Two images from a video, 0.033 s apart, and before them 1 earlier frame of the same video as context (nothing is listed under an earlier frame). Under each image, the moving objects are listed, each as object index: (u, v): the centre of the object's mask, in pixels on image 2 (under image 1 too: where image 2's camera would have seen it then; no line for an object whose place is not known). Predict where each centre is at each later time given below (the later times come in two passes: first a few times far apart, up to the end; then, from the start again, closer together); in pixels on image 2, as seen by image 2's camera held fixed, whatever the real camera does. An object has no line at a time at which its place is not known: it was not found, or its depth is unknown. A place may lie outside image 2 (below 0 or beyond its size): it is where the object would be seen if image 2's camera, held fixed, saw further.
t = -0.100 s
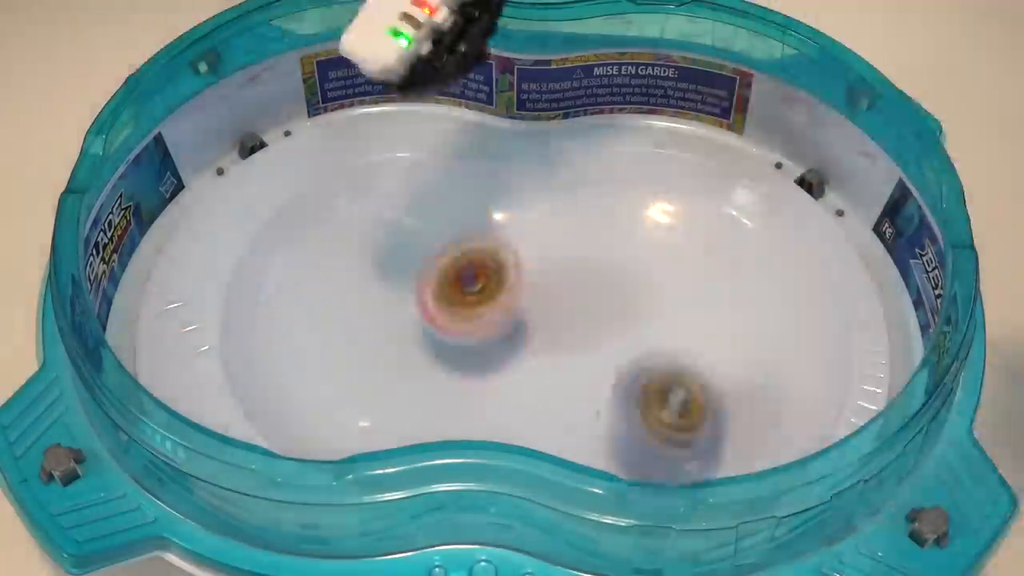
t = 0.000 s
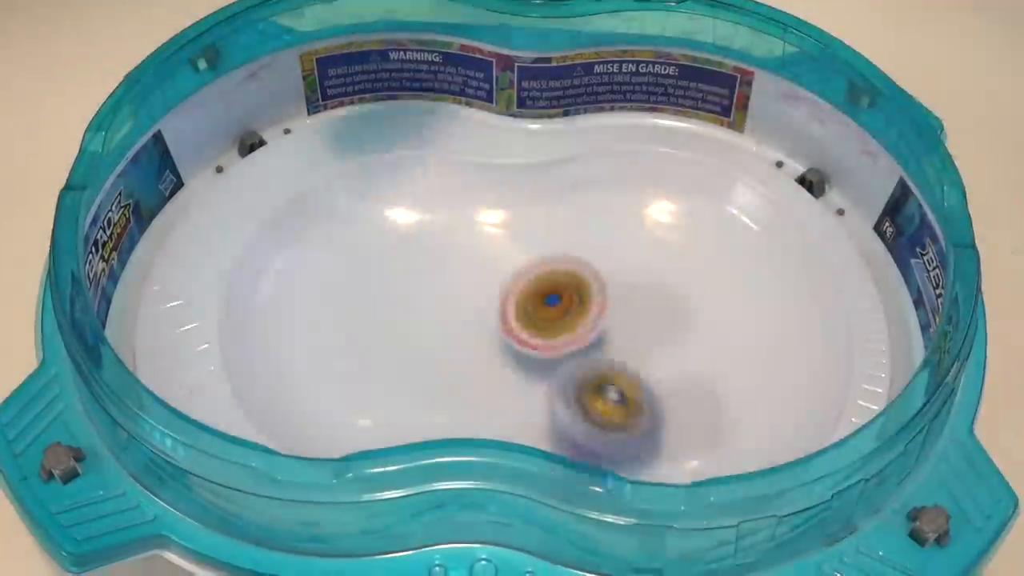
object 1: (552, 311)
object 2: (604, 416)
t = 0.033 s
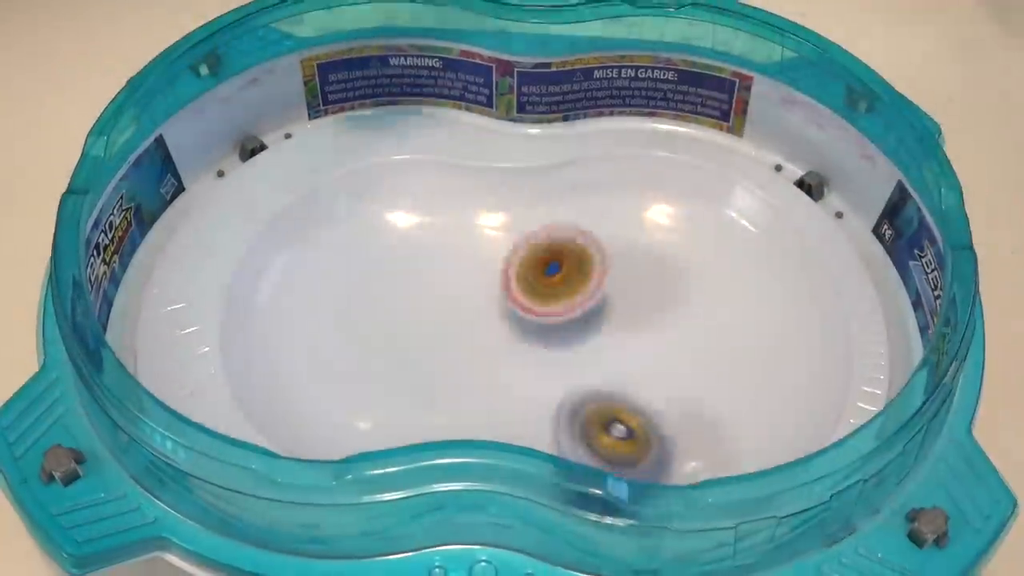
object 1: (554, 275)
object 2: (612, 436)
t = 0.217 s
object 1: (647, 114)
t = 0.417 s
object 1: (705, 117)
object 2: (655, 348)
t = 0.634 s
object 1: (578, 106)
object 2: (704, 305)
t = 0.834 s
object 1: (403, 154)
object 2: (724, 377)
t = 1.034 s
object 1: (347, 348)
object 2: (620, 454)
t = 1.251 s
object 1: (304, 353)
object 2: (421, 303)
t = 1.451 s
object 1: (386, 237)
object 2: (463, 172)
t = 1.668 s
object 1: (523, 401)
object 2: (709, 294)
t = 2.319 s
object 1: (723, 325)
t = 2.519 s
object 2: (522, 269)
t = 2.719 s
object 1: (428, 355)
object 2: (614, 199)
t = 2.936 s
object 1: (391, 167)
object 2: (779, 404)
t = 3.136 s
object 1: (585, 280)
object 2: (459, 413)
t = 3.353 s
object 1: (741, 407)
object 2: (319, 137)
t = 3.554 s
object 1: (536, 410)
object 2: (443, 141)
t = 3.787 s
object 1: (417, 247)
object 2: (644, 379)
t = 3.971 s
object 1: (526, 214)
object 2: (675, 458)
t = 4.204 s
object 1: (727, 291)
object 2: (562, 358)
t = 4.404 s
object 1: (652, 423)
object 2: (683, 252)
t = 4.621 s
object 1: (459, 346)
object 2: (780, 378)
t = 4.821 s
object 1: (437, 276)
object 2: (504, 398)
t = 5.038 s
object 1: (542, 186)
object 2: (311, 321)
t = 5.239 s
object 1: (721, 276)
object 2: (401, 223)
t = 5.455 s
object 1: (626, 403)
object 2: (572, 314)
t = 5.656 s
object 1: (542, 413)
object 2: (616, 300)
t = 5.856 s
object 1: (441, 372)
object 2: (662, 334)
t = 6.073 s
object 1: (479, 302)
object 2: (643, 383)
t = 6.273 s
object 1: (633, 248)
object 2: (603, 365)
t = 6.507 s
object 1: (775, 339)
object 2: (635, 319)
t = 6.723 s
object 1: (612, 416)
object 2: (691, 329)
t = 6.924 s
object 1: (489, 317)
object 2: (672, 365)
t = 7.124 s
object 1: (484, 253)
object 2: (609, 342)
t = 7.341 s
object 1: (459, 243)
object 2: (675, 331)
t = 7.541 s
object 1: (352, 270)
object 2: (723, 374)
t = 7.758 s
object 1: (317, 265)
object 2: (654, 387)
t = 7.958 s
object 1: (380, 338)
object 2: (598, 321)
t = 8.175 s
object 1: (396, 406)
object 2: (619, 259)
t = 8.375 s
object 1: (400, 370)
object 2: (673, 286)
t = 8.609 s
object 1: (574, 248)
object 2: (657, 376)
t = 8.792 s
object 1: (769, 218)
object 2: (594, 392)
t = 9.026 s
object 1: (659, 433)
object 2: (554, 349)
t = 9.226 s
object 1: (450, 377)
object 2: (577, 262)
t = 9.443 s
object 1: (338, 316)
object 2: (686, 231)
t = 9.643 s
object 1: (360, 253)
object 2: (702, 351)
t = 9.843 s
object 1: (447, 261)
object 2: (586, 406)
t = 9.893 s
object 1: (474, 268)
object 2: (555, 402)
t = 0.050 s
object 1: (558, 253)
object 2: (616, 442)
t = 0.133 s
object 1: (587, 151)
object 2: (629, 454)
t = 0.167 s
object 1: (610, 127)
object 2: (634, 452)
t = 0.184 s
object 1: (623, 123)
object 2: (636, 452)
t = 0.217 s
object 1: (647, 114)
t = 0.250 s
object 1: (668, 106)
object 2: (642, 440)
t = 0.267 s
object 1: (678, 107)
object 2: (644, 433)
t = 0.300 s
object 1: (693, 113)
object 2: (645, 415)
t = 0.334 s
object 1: (702, 118)
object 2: (647, 393)
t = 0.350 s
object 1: (704, 119)
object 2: (647, 383)
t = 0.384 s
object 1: (706, 119)
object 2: (651, 364)
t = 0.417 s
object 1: (705, 117)
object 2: (655, 348)
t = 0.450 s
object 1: (698, 113)
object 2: (662, 334)
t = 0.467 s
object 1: (694, 109)
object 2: (665, 327)
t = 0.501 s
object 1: (680, 107)
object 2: (673, 318)
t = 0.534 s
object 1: (659, 105)
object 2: (681, 311)
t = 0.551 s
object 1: (647, 104)
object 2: (685, 309)
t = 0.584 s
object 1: (620, 102)
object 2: (693, 305)
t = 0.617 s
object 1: (592, 105)
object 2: (701, 305)
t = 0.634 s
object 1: (578, 106)
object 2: (704, 305)
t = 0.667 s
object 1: (551, 114)
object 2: (710, 310)
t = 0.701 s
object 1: (520, 118)
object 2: (714, 316)
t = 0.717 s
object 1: (506, 119)
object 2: (716, 323)
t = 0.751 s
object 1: (475, 123)
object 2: (720, 335)
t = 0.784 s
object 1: (445, 127)
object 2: (721, 351)
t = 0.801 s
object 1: (431, 134)
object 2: (722, 360)
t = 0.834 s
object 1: (403, 154)
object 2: (724, 377)
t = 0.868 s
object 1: (380, 193)
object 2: (725, 400)
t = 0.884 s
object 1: (372, 210)
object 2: (721, 413)
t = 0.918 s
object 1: (362, 250)
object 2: (708, 436)
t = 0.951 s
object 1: (356, 285)
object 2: (690, 448)
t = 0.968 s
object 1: (355, 299)
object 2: (677, 452)
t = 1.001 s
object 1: (352, 327)
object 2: (651, 457)
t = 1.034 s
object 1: (347, 348)
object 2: (620, 454)
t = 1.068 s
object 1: (342, 365)
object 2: (578, 441)
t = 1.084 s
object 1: (337, 371)
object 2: (558, 434)
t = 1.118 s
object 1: (331, 378)
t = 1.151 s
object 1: (322, 380)
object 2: (484, 398)
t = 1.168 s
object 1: (320, 379)
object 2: (469, 386)
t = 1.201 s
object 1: (312, 373)
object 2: (443, 355)
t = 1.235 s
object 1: (305, 361)
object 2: (427, 320)
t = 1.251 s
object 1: (304, 353)
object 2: (421, 303)
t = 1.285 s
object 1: (302, 335)
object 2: (417, 272)
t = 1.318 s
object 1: (302, 311)
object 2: (418, 245)
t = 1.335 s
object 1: (305, 298)
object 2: (421, 232)
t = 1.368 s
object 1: (320, 272)
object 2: (429, 208)
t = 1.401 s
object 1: (340, 250)
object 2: (439, 192)
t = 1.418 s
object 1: (355, 241)
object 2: (445, 185)
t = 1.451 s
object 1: (386, 237)
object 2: (463, 172)
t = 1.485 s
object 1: (418, 241)
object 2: (482, 170)
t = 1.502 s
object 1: (432, 250)
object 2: (495, 175)
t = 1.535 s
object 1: (461, 269)
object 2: (524, 194)
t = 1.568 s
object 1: (490, 297)
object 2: (558, 226)
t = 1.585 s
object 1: (499, 315)
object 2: (577, 240)
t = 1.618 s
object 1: (511, 355)
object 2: (625, 269)
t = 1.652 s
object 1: (520, 391)
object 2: (678, 286)
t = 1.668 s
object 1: (523, 401)
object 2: (709, 294)
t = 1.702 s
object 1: (523, 414)
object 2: (780, 310)
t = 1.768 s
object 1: (518, 421)
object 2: (864, 342)
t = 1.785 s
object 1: (518, 421)
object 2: (872, 354)
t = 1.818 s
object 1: (516, 418)
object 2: (867, 381)
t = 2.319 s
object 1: (723, 325)
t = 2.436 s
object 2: (550, 365)
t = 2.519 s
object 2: (522, 269)
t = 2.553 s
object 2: (524, 236)
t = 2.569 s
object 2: (527, 219)
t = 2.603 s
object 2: (538, 195)
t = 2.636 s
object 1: (541, 420)
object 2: (554, 180)
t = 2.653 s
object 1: (515, 411)
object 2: (566, 178)
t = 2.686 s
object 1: (467, 387)
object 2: (589, 185)
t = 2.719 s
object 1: (428, 355)
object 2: (614, 199)
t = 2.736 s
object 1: (414, 340)
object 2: (631, 212)
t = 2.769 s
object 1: (388, 308)
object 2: (669, 233)
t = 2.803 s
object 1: (369, 275)
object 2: (707, 253)
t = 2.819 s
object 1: (363, 259)
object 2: (726, 267)
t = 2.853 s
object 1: (358, 223)
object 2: (757, 299)
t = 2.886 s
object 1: (366, 197)
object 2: (780, 335)
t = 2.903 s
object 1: (374, 183)
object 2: (785, 356)
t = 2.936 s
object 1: (391, 167)
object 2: (779, 404)
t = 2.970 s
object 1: (413, 164)
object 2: (752, 431)
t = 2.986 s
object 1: (426, 167)
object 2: (732, 444)
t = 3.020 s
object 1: (456, 184)
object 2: (680, 459)
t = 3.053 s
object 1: (488, 207)
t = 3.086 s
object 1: (525, 237)
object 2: (556, 434)
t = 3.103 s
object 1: (544, 254)
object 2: (527, 426)
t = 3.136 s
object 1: (585, 280)
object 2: (459, 413)
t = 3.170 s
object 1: (628, 304)
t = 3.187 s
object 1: (650, 316)
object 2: (369, 383)
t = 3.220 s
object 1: (684, 334)
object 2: (324, 340)
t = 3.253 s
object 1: (714, 350)
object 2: (293, 291)
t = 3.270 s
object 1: (726, 358)
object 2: (286, 261)
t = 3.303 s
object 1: (741, 376)
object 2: (289, 204)
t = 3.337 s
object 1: (744, 398)
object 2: (309, 159)
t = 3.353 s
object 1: (741, 407)
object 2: (319, 137)
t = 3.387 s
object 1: (728, 426)
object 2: (339, 109)
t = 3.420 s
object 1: (701, 438)
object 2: (359, 90)
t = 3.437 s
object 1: (682, 442)
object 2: (372, 95)
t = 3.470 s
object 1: (644, 446)
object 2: (393, 106)
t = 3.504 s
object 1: (601, 439)
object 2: (415, 118)
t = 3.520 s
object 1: (578, 430)
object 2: (421, 121)
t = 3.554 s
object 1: (536, 410)
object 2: (443, 141)
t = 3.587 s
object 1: (498, 391)
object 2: (463, 161)
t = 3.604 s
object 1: (482, 380)
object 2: (473, 174)
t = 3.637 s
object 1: (455, 354)
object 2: (496, 211)
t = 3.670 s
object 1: (434, 328)
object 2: (525, 256)
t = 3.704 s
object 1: (421, 302)
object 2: (561, 293)
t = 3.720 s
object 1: (417, 290)
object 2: (577, 312)
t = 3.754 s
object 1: (412, 268)
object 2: (613, 351)
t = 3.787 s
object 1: (417, 247)
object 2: (644, 379)
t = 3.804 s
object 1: (421, 238)
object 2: (657, 393)
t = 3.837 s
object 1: (432, 222)
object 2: (680, 422)
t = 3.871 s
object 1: (450, 212)
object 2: (690, 441)
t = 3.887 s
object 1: (459, 208)
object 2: (693, 447)
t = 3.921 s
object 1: (484, 205)
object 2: (691, 454)
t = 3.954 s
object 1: (511, 211)
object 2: (681, 458)
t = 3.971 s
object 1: (526, 214)
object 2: (675, 458)
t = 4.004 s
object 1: (560, 223)
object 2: (658, 458)
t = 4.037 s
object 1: (593, 230)
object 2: (636, 453)
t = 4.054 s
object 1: (612, 235)
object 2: (625, 449)
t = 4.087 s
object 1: (647, 244)
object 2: (598, 435)
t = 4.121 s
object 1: (678, 249)
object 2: (577, 417)
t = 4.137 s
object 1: (689, 254)
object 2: (573, 404)
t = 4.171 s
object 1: (710, 268)
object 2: (563, 382)
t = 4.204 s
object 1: (727, 291)
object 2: (562, 358)
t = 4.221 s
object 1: (731, 304)
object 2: (565, 349)
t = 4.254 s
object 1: (736, 329)
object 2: (570, 324)
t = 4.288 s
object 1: (731, 359)
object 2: (586, 305)
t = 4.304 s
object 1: (726, 371)
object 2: (595, 297)
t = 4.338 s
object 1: (709, 394)
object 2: (616, 278)
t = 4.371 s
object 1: (682, 412)
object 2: (646, 263)
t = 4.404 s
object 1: (652, 423)
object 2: (683, 252)
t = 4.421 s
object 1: (634, 424)
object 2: (698, 249)
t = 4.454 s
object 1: (601, 420)
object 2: (737, 244)
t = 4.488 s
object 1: (570, 404)
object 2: (768, 249)
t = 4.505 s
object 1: (556, 398)
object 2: (782, 253)
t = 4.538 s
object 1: (524, 382)
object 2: (799, 277)
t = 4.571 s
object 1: (493, 368)
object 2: (803, 311)
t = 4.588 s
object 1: (480, 360)
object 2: (802, 331)
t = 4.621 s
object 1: (459, 346)
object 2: (780, 378)
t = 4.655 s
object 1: (443, 331)
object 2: (740, 414)
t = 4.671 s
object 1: (438, 326)
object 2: (720, 426)
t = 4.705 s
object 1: (431, 312)
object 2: (669, 438)
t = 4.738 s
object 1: (428, 303)
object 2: (621, 434)
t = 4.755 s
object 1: (428, 296)
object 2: (597, 427)
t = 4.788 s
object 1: (431, 287)
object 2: (548, 412)
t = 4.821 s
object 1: (437, 276)
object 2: (504, 398)
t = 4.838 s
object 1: (439, 273)
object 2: (477, 388)
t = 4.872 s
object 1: (449, 264)
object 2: (434, 371)
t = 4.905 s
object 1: (457, 237)
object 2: (401, 367)
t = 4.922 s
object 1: (464, 224)
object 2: (385, 365)
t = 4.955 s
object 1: (479, 202)
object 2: (360, 359)
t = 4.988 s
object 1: (501, 189)
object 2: (336, 346)
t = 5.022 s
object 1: (529, 183)
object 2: (317, 331)
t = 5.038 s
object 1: (542, 186)
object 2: (311, 321)
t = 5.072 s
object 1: (577, 196)
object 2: (303, 300)
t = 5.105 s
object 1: (613, 211)
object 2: (305, 276)
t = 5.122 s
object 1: (633, 219)
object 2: (307, 262)
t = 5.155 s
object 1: (667, 232)
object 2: (327, 243)
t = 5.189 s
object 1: (695, 248)
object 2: (354, 231)
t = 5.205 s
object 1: (708, 255)
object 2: (372, 227)
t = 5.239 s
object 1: (721, 276)
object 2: (401, 223)
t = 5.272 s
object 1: (727, 300)
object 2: (431, 230)
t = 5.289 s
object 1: (724, 312)
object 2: (445, 237)
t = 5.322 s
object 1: (715, 338)
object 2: (474, 250)
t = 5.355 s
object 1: (699, 361)
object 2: (505, 264)
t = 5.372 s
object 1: (687, 371)
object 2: (520, 271)
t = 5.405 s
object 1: (664, 387)
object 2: (548, 290)
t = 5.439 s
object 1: (636, 395)
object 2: (568, 306)
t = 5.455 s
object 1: (626, 403)
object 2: (572, 314)
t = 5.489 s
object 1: (615, 419)
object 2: (579, 309)
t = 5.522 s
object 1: (605, 425)
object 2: (587, 306)
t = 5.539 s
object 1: (599, 426)
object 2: (591, 308)
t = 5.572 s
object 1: (584, 424)
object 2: (596, 303)
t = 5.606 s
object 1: (569, 420)
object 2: (604, 303)
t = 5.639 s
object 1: (551, 416)
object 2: (612, 301)
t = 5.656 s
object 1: (542, 413)
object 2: (616, 300)
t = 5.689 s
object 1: (525, 408)
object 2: (624, 301)
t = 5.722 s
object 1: (507, 403)
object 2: (633, 304)
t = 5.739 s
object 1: (497, 399)
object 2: (639, 305)
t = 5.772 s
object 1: (479, 393)
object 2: (646, 311)
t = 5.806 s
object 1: (462, 386)
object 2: (654, 318)
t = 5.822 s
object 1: (454, 382)
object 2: (658, 323)
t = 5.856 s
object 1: (441, 372)
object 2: (662, 334)
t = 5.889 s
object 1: (432, 362)
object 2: (665, 344)
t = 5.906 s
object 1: (433, 358)
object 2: (664, 347)
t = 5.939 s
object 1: (435, 346)
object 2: (665, 356)
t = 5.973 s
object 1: (442, 335)
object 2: (663, 365)
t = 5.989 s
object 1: (447, 330)
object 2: (661, 369)
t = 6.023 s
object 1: (458, 319)
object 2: (656, 377)
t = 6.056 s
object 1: (473, 307)
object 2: (648, 382)
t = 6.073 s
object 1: (479, 302)
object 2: (643, 383)
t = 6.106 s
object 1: (497, 290)
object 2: (635, 385)
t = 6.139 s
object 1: (519, 279)
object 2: (626, 386)
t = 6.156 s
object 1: (530, 274)
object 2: (621, 384)
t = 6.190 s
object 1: (555, 265)
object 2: (614, 378)
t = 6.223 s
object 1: (585, 259)
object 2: (606, 373)
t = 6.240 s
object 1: (602, 255)
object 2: (606, 370)
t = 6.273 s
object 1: (633, 248)
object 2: (603, 365)
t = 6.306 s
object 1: (661, 244)
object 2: (601, 359)
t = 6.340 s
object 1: (689, 247)
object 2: (602, 350)
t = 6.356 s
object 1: (703, 250)
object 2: (604, 347)
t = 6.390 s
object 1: (729, 260)
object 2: (607, 340)
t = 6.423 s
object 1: (753, 276)
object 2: (614, 332)
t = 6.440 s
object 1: (761, 286)
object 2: (617, 330)
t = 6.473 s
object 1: (773, 310)
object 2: (625, 324)
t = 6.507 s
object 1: (775, 339)
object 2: (635, 319)
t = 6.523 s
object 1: (772, 354)
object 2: (641, 317)
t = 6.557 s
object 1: (759, 382)
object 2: (651, 313)
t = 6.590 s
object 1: (737, 404)
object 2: (661, 313)
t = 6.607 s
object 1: (725, 414)
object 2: (665, 315)
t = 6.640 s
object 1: (695, 423)
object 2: (677, 316)
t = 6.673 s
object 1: (662, 426)
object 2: (684, 322)
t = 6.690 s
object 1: (644, 424)
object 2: (687, 324)
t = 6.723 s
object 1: (612, 416)
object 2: (691, 329)
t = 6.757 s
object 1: (586, 396)
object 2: (694, 337)
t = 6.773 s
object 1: (573, 386)
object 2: (694, 341)
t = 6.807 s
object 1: (544, 369)
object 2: (692, 348)
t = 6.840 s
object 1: (521, 353)
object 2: (689, 352)
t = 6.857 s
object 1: (513, 346)
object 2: (687, 354)
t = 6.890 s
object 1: (499, 332)
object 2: (680, 360)
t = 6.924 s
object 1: (489, 317)
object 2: (672, 365)
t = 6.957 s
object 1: (481, 304)
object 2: (660, 366)
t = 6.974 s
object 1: (478, 296)
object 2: (654, 367)
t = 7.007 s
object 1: (474, 284)
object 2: (643, 365)
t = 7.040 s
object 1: (472, 272)
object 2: (631, 360)
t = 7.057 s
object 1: (474, 268)
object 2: (626, 357)
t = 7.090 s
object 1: (477, 259)
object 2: (618, 350)
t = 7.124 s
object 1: (484, 253)
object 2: (609, 342)
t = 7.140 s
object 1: (487, 251)
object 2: (605, 338)
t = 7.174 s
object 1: (497, 249)
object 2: (603, 330)
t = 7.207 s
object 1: (509, 250)
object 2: (601, 322)
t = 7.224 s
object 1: (504, 249)
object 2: (609, 322)
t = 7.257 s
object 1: (491, 240)
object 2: (633, 325)
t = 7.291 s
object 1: (475, 239)
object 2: (652, 326)
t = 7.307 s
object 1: (470, 240)
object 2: (660, 325)
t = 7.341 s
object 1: (459, 243)
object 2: (675, 331)
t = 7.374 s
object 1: (447, 246)
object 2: (687, 336)
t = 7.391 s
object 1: (439, 247)
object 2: (693, 337)
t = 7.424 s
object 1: (421, 252)
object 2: (707, 343)
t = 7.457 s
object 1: (401, 258)
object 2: (713, 352)
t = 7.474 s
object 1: (391, 262)
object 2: (716, 355)
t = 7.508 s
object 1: (370, 267)
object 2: (723, 363)
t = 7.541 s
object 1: (352, 270)
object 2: (723, 374)
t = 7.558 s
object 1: (345, 271)
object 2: (720, 377)
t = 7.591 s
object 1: (329, 272)
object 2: (717, 384)
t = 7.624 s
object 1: (317, 272)
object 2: (708, 392)
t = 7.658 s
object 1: (310, 269)
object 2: (696, 394)
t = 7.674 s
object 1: (309, 268)
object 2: (689, 393)
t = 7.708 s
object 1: (310, 266)
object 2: (676, 393)
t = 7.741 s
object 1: (314, 264)
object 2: (659, 390)
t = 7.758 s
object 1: (317, 265)
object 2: (654, 387)
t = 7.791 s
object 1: (326, 269)
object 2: (641, 380)
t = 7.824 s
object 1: (337, 278)
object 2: (628, 368)
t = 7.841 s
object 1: (344, 284)
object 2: (623, 364)
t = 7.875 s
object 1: (355, 297)
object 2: (614, 352)
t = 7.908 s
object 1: (365, 313)
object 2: (606, 339)
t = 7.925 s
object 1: (370, 320)
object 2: (602, 333)
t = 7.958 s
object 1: (380, 338)
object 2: (598, 321)
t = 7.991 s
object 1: (389, 355)
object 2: (594, 309)
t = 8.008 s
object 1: (392, 363)
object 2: (593, 305)
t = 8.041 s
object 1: (398, 378)
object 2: (594, 292)
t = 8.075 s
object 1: (403, 391)
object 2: (597, 284)
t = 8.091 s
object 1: (403, 396)
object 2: (600, 279)
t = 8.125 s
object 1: (403, 401)
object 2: (605, 274)
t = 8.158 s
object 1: (399, 405)
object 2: (614, 263)
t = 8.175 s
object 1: (396, 406)
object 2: (619, 259)
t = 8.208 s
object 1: (390, 407)
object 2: (627, 254)
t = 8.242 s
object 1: (383, 406)
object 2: (638, 254)
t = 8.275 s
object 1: (380, 403)
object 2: (649, 257)
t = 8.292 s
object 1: (380, 398)
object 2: (654, 261)
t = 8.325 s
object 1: (384, 389)
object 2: (663, 268)
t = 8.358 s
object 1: (395, 376)
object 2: (670, 279)
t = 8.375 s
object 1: (400, 370)
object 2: (673, 286)
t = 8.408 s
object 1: (417, 356)
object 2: (678, 298)
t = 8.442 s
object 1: (436, 340)
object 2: (678, 312)
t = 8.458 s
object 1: (447, 331)
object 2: (679, 319)
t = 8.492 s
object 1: (470, 313)
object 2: (676, 335)
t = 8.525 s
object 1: (495, 294)
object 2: (672, 346)
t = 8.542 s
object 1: (509, 287)
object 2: (671, 352)
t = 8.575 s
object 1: (538, 266)
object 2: (663, 364)
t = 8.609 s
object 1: (574, 248)
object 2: (657, 376)
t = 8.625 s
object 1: (592, 241)
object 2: (654, 380)
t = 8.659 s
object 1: (627, 225)
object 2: (640, 389)
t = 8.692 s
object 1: (662, 213)
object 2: (631, 393)
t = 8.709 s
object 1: (683, 207)
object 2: (625, 396)
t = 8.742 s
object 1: (722, 202)
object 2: (612, 393)
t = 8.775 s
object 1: (754, 211)
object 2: (603, 394)
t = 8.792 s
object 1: (769, 218)
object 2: (594, 392)
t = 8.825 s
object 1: (791, 247)
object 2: (584, 388)
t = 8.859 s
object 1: (806, 283)
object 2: (573, 384)
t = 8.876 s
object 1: (807, 303)
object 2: (567, 380)
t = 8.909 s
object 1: (798, 351)
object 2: (561, 376)
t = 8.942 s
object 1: (769, 392)
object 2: (554, 368)
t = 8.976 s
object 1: (728, 419)
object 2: (553, 360)
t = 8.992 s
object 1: (706, 427)
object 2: (551, 357)
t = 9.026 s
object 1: (659, 433)
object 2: (554, 349)
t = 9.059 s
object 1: (616, 426)
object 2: (553, 342)
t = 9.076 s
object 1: (596, 418)
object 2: (555, 333)
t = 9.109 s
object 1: (567, 414)
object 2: (555, 317)
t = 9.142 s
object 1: (534, 403)
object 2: (558, 303)
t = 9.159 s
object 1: (517, 398)
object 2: (560, 291)
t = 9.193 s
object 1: (481, 389)
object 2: (567, 275)
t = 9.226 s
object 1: (450, 377)
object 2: (577, 262)
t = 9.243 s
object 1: (437, 371)
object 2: (585, 254)
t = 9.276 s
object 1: (410, 361)
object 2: (596, 242)
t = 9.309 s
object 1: (389, 351)
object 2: (609, 231)
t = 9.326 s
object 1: (381, 349)
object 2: (618, 226)
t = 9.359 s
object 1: (363, 342)
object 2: (638, 224)
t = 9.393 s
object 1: (351, 332)
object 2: (658, 220)
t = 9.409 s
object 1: (346, 328)
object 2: (669, 228)
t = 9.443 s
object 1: (338, 316)
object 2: (686, 231)
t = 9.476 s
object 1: (334, 304)
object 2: (701, 249)
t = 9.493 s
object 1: (332, 298)
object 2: (707, 256)
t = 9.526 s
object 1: (332, 285)
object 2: (714, 277)
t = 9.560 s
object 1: (337, 274)
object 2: (717, 300)
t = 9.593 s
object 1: (345, 264)
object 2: (716, 317)
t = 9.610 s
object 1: (348, 259)
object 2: (713, 332)
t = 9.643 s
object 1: (360, 253)
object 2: (702, 351)
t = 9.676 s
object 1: (372, 249)
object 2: (692, 374)
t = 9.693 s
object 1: (380, 248)
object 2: (682, 380)
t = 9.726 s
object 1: (394, 248)
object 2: (666, 394)
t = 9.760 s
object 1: (409, 248)
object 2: (643, 405)
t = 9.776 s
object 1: (416, 249)
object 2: (634, 410)
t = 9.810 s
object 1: (432, 254)
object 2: (609, 413)
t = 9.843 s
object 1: (447, 261)
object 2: (586, 406)
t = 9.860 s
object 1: (457, 262)
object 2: (577, 404)
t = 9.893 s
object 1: (474, 268)
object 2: (555, 402)
